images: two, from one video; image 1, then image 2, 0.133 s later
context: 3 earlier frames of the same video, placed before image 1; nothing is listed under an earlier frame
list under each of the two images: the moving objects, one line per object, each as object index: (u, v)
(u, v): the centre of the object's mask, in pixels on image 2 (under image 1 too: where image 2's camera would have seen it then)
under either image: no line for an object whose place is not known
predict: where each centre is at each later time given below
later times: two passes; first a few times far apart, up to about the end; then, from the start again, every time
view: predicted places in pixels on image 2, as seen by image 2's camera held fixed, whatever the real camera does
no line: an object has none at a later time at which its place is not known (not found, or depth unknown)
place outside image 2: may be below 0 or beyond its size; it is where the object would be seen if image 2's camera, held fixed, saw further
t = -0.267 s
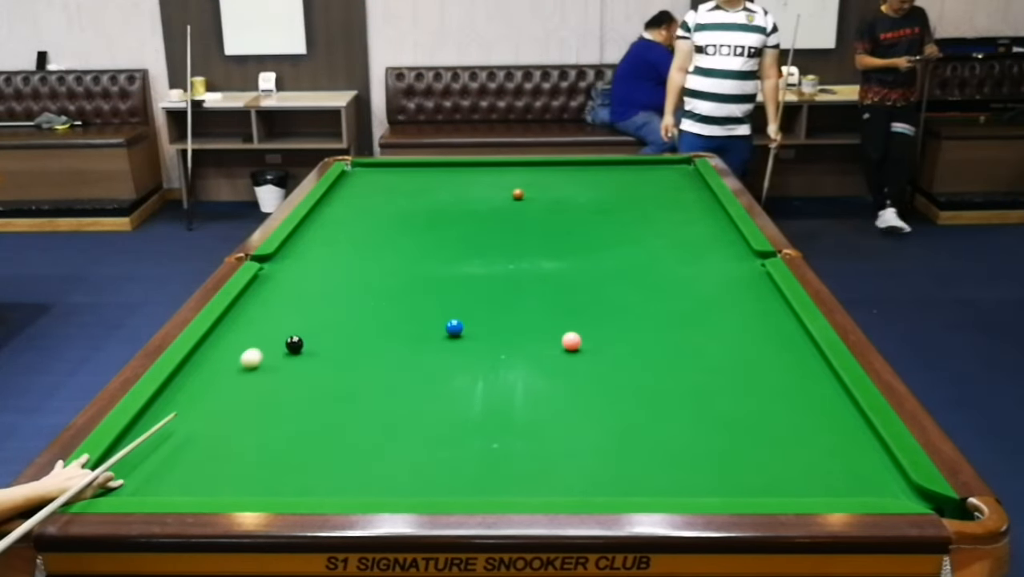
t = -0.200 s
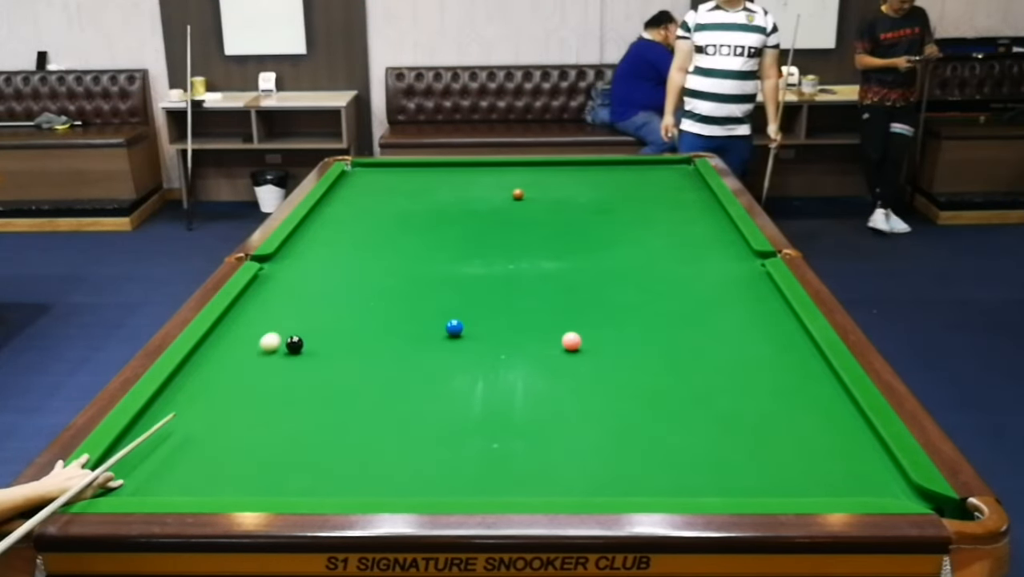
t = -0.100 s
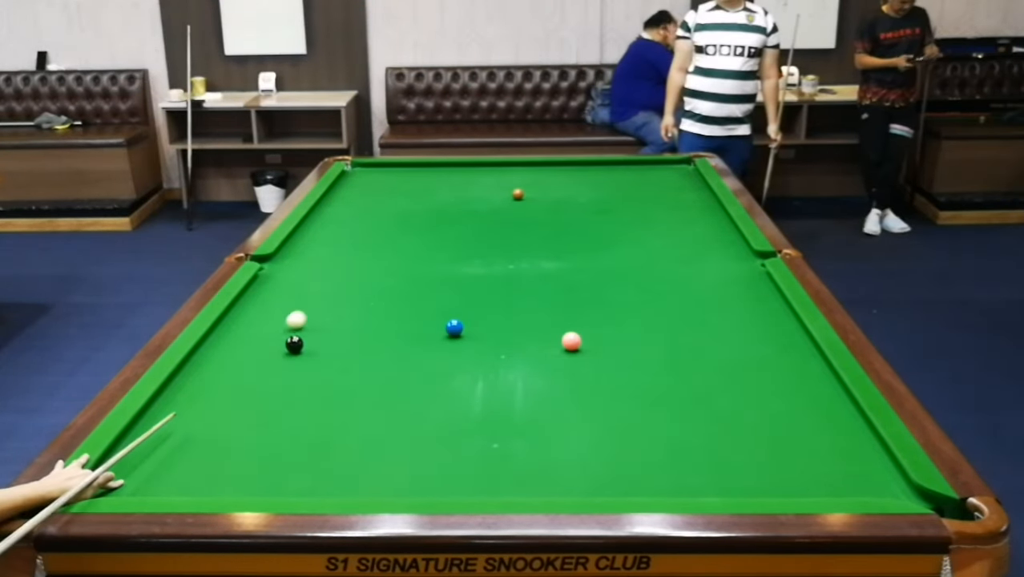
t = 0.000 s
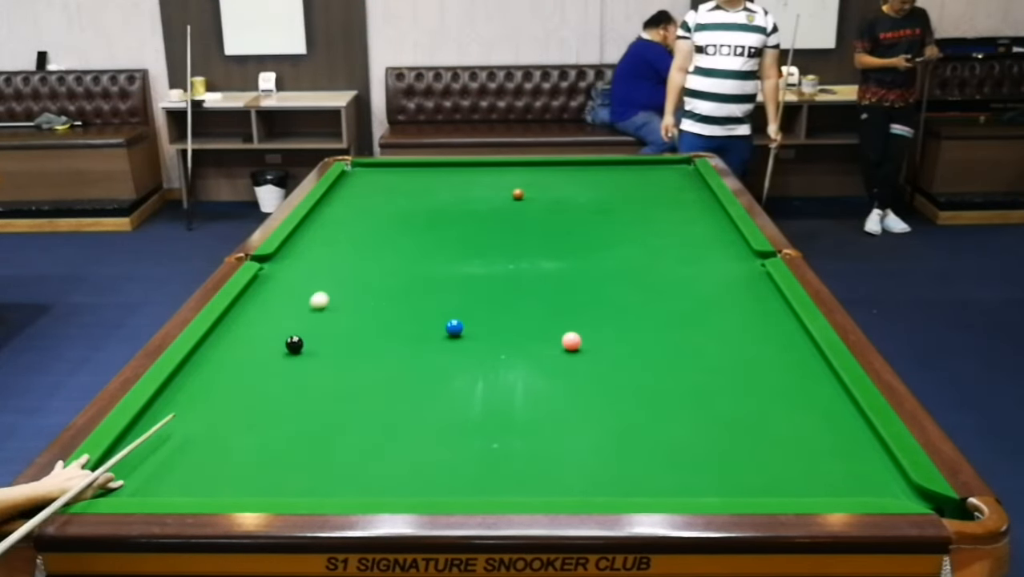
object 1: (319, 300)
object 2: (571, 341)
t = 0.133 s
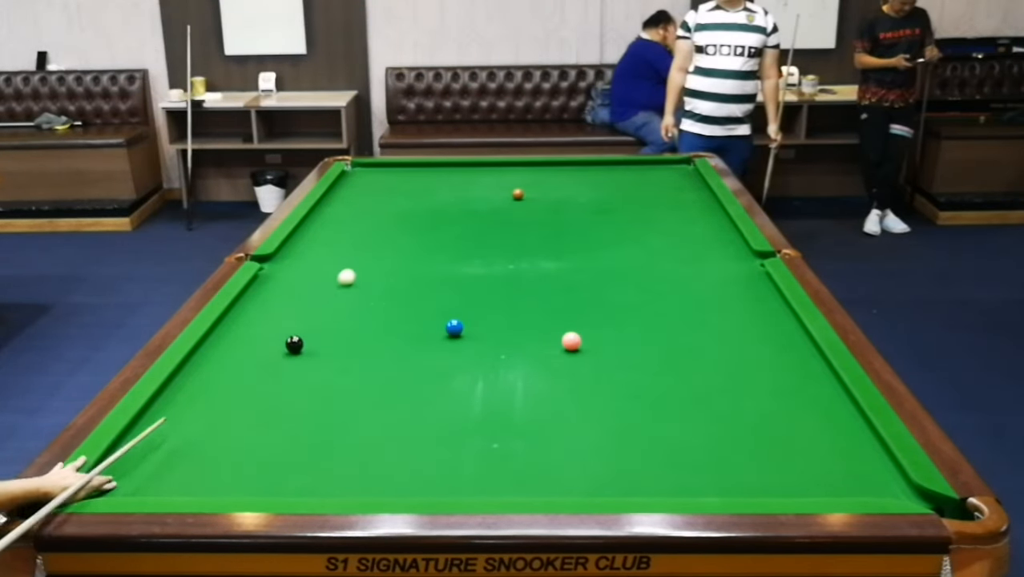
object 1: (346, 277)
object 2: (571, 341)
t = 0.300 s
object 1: (376, 252)
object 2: (571, 341)
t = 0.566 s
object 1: (415, 219)
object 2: (571, 341)
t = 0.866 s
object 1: (449, 190)
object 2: (571, 341)
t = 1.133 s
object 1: (474, 169)
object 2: (571, 341)
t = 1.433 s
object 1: (487, 175)
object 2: (571, 341)
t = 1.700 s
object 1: (495, 190)
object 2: (571, 341)
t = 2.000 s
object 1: (506, 209)
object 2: (571, 341)
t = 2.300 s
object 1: (518, 231)
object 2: (571, 341)
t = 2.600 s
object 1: (531, 255)
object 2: (571, 341)
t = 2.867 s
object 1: (545, 279)
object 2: (571, 341)
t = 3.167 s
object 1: (562, 311)
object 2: (571, 341)
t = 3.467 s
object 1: (589, 338)
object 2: (565, 350)
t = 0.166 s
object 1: (353, 272)
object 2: (571, 341)
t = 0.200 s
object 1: (359, 267)
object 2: (571, 341)
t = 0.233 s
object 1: (364, 262)
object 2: (571, 341)
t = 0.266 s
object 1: (370, 257)
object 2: (571, 341)
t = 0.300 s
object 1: (376, 252)
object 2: (571, 341)
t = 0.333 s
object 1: (381, 248)
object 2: (571, 341)
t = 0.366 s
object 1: (386, 244)
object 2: (571, 341)
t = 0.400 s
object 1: (391, 239)
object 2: (571, 341)
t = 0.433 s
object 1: (396, 235)
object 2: (571, 341)
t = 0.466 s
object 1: (401, 231)
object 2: (571, 341)
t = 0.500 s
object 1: (406, 227)
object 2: (571, 341)
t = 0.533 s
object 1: (410, 223)
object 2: (571, 341)
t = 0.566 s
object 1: (415, 219)
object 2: (571, 341)
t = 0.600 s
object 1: (419, 216)
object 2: (571, 341)
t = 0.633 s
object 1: (423, 212)
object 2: (571, 341)
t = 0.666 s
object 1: (427, 209)
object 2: (571, 341)
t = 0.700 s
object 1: (431, 205)
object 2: (571, 341)
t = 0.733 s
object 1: (435, 202)
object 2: (571, 341)
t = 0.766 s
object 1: (439, 199)
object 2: (571, 341)
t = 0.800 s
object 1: (442, 196)
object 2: (571, 341)
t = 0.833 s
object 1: (446, 193)
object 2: (571, 341)
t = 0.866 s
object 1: (449, 190)
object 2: (571, 341)
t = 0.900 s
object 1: (452, 187)
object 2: (571, 341)
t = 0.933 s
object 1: (456, 184)
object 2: (571, 341)
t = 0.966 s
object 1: (459, 182)
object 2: (571, 341)
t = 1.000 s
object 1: (462, 179)
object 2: (571, 341)
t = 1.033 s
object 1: (465, 176)
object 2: (571, 341)
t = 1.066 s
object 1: (468, 174)
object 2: (571, 341)
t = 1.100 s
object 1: (471, 171)
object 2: (571, 341)
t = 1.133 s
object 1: (474, 169)
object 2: (571, 341)
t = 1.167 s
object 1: (477, 166)
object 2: (571, 341)
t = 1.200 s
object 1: (479, 164)
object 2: (571, 341)
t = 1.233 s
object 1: (481, 163)
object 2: (571, 341)
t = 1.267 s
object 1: (482, 166)
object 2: (571, 341)
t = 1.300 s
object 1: (483, 168)
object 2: (571, 341)
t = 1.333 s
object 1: (484, 170)
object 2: (571, 341)
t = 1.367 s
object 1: (485, 172)
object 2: (571, 341)
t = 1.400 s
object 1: (485, 173)
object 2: (571, 341)
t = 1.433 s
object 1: (487, 175)
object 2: (571, 341)
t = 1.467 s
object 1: (488, 177)
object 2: (571, 341)
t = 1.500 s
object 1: (489, 179)
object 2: (571, 341)
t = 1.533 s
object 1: (490, 180)
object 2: (571, 341)
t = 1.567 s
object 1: (491, 182)
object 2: (571, 341)
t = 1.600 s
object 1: (492, 184)
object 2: (571, 341)
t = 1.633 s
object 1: (493, 186)
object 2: (571, 341)
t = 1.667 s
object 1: (494, 188)
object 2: (571, 341)
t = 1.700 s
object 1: (495, 190)
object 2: (571, 341)
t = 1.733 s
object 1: (496, 192)
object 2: (571, 341)
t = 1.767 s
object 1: (497, 194)
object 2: (571, 341)
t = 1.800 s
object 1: (498, 196)
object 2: (571, 341)
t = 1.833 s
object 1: (500, 198)
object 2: (571, 341)
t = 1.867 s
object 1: (501, 200)
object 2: (571, 341)
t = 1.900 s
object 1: (502, 203)
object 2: (571, 341)
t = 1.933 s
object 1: (503, 205)
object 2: (571, 341)
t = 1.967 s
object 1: (505, 207)
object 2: (571, 341)
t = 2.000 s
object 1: (506, 209)
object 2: (571, 341)
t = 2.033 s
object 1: (507, 211)
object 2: (571, 341)
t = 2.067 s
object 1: (508, 214)
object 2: (571, 341)
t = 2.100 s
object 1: (510, 216)
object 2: (571, 341)
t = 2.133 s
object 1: (511, 219)
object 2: (571, 341)
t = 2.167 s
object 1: (512, 221)
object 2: (571, 341)
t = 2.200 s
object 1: (514, 223)
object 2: (571, 341)
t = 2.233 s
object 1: (515, 226)
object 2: (571, 341)
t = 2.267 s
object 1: (516, 228)
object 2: (571, 341)
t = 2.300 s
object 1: (518, 231)
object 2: (571, 341)
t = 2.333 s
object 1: (519, 233)
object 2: (571, 341)
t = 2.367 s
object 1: (520, 236)
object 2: (571, 341)
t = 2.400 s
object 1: (522, 238)
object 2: (571, 341)
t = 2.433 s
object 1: (523, 241)
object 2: (571, 341)
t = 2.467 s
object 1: (525, 244)
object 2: (571, 341)
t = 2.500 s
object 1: (526, 246)
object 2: (571, 341)
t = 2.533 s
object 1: (528, 249)
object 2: (571, 341)
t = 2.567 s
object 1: (530, 252)
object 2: (571, 341)
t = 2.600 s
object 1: (531, 255)
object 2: (571, 341)
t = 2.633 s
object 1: (533, 258)
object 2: (571, 341)
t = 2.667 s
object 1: (534, 261)
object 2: (571, 341)
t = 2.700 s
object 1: (536, 264)
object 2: (571, 341)
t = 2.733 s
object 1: (538, 267)
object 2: (571, 341)
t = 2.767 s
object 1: (539, 270)
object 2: (571, 341)
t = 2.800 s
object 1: (541, 273)
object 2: (571, 341)
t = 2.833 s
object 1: (543, 276)
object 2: (571, 341)
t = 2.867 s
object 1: (545, 279)
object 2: (571, 341)
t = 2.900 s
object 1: (547, 283)
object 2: (571, 341)
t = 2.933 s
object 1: (548, 286)
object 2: (571, 341)
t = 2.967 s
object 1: (550, 289)
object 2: (571, 341)
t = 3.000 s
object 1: (552, 293)
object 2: (571, 341)
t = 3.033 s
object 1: (554, 296)
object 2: (571, 341)
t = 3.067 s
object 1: (556, 300)
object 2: (571, 341)
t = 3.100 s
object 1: (558, 304)
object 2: (571, 341)
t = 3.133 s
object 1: (560, 307)
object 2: (571, 341)
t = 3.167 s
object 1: (562, 311)
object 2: (571, 341)
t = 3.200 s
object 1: (564, 314)
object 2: (571, 341)
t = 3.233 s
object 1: (567, 319)
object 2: (571, 341)
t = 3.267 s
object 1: (569, 322)
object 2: (571, 341)
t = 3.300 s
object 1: (571, 325)
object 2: (571, 341)
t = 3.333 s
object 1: (573, 328)
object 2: (571, 342)
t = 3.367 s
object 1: (577, 332)
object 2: (571, 342)
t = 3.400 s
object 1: (580, 335)
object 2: (569, 344)
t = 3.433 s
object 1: (584, 337)
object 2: (567, 347)
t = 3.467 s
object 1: (589, 338)
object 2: (565, 350)
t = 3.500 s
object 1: (593, 339)
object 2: (563, 353)
